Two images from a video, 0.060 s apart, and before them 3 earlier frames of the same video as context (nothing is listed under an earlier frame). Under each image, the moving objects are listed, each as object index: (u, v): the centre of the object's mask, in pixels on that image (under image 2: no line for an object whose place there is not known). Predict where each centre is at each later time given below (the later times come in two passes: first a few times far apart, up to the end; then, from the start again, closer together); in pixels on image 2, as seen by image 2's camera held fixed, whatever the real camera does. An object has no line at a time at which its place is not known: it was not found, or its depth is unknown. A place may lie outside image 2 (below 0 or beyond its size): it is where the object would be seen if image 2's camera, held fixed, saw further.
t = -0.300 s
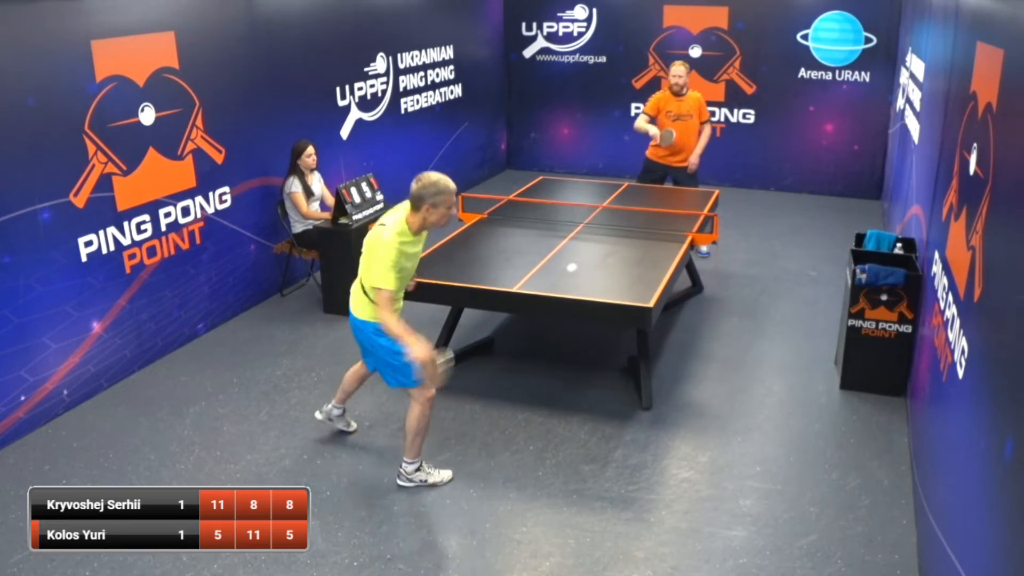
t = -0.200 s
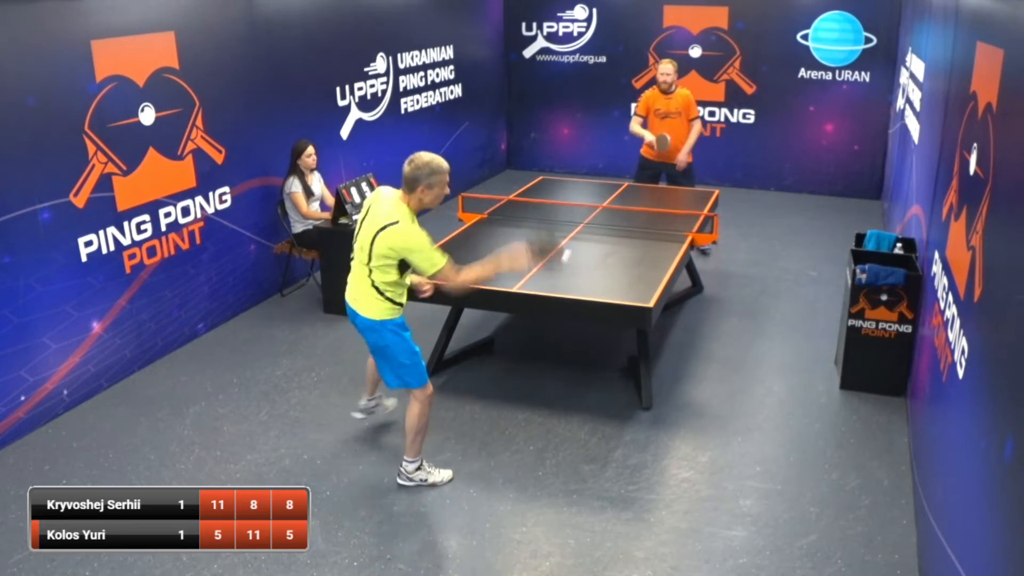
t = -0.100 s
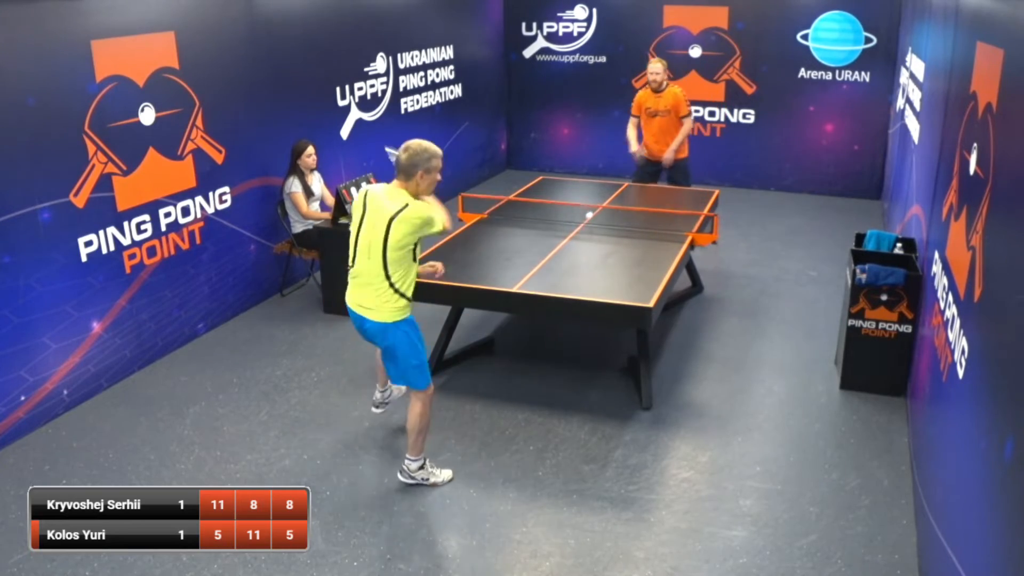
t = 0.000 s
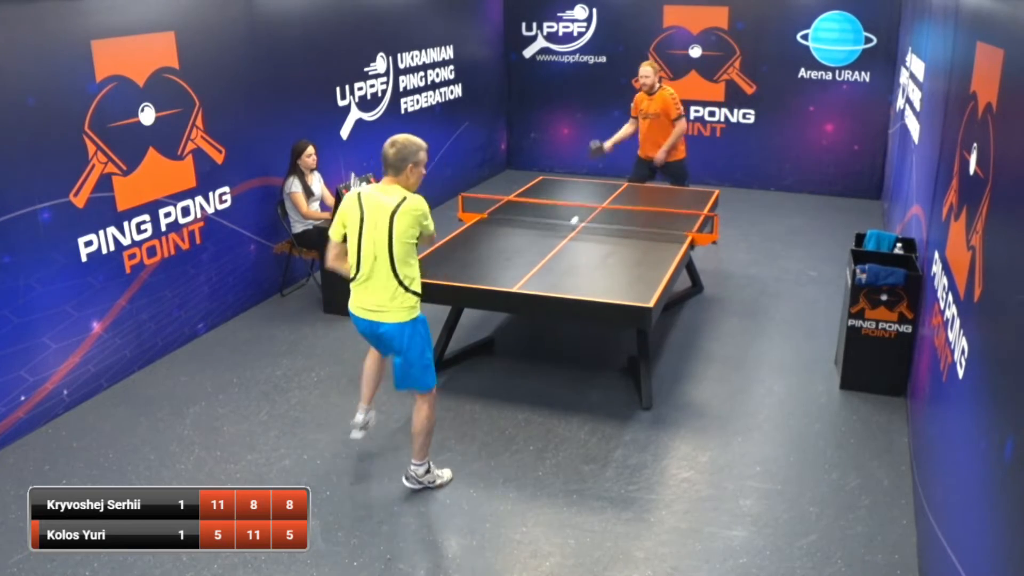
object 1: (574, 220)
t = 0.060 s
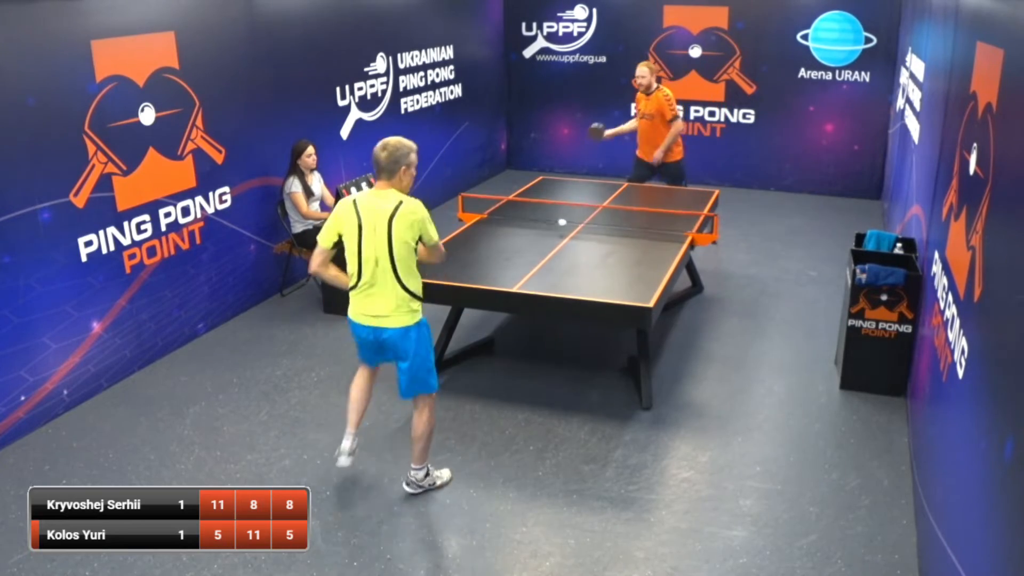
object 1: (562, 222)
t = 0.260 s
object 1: (521, 242)
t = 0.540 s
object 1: (474, 252)
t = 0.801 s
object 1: (434, 264)
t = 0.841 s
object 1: (428, 267)
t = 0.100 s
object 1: (554, 221)
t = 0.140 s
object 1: (546, 223)
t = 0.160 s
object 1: (542, 225)
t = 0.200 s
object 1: (534, 230)
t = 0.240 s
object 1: (525, 238)
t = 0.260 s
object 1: (521, 242)
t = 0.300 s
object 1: (515, 239)
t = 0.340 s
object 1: (507, 238)
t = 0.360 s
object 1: (504, 239)
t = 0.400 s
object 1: (497, 242)
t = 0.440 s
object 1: (490, 247)
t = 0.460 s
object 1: (487, 251)
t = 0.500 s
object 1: (480, 255)
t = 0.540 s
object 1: (474, 252)
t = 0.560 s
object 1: (471, 252)
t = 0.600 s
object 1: (465, 253)
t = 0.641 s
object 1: (459, 257)
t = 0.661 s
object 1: (456, 260)
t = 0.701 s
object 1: (450, 267)
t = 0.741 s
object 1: (443, 264)
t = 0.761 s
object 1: (440, 263)
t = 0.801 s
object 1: (434, 264)
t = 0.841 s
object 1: (428, 267)
